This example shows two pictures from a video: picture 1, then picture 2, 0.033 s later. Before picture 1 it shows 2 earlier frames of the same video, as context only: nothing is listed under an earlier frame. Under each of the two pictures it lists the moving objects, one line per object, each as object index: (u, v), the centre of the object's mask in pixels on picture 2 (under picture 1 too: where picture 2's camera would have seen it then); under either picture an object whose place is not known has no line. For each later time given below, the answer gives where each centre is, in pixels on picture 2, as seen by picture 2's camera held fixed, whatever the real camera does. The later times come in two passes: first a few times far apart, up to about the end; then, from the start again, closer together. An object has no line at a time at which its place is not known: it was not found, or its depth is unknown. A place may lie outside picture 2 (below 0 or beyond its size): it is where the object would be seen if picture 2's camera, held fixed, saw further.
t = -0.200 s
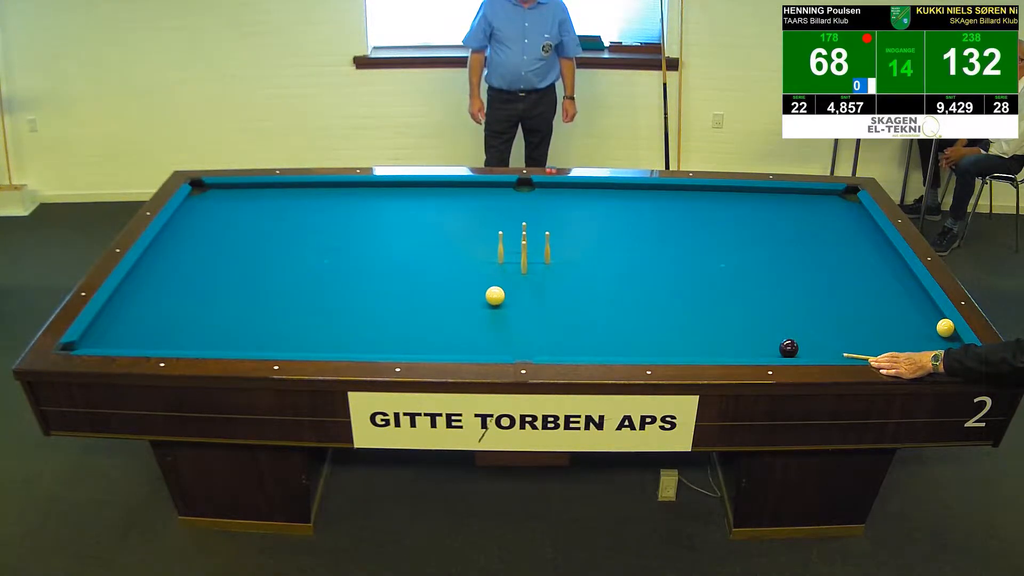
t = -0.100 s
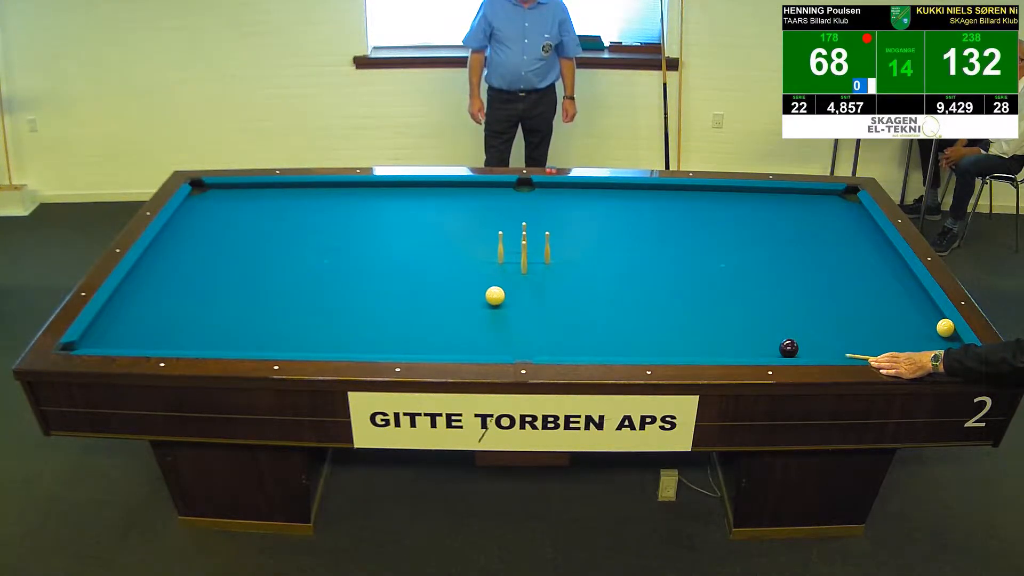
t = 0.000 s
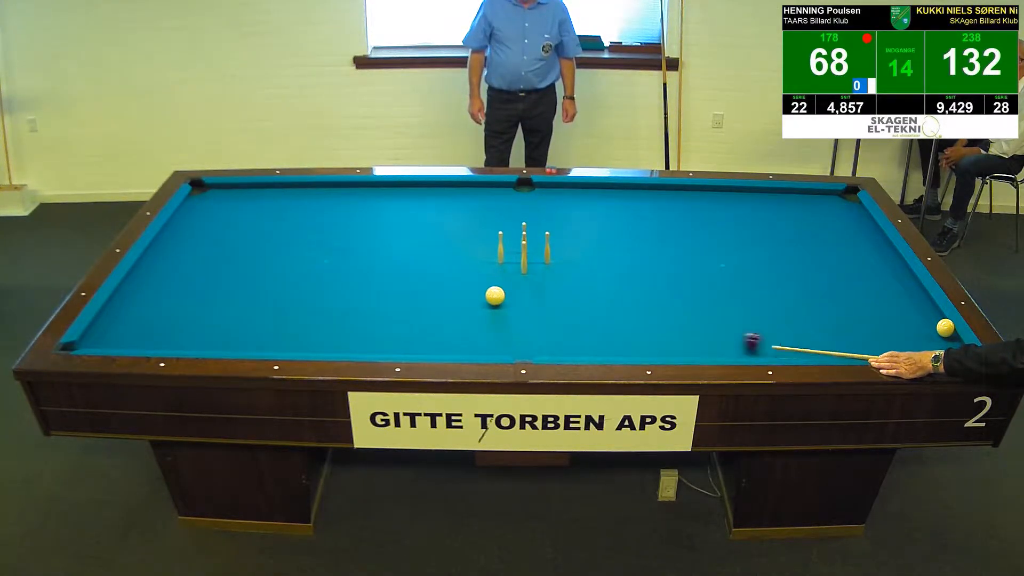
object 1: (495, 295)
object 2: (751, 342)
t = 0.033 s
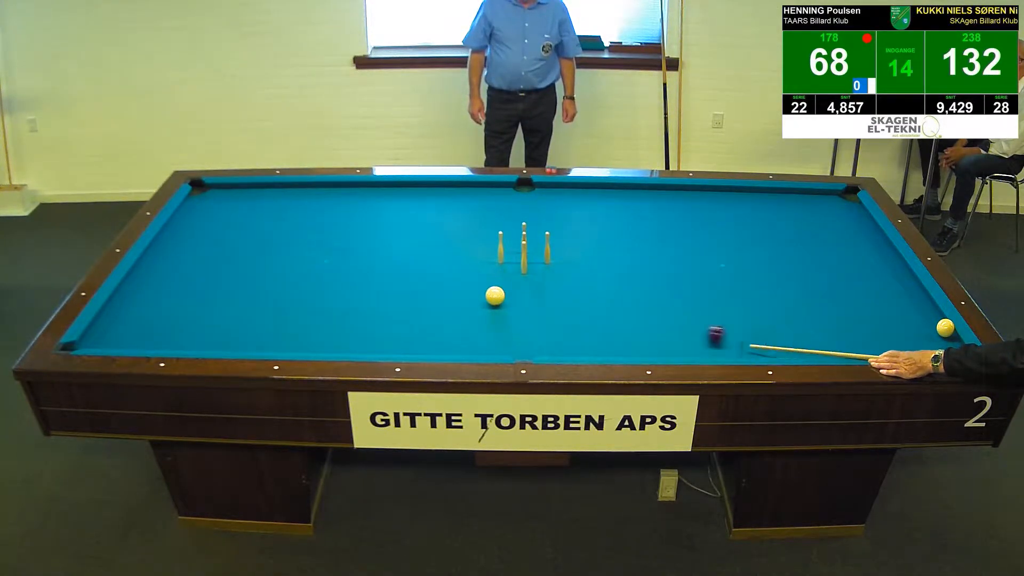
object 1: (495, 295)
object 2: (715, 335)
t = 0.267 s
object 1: (470, 294)
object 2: (513, 293)
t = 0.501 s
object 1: (298, 289)
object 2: (491, 265)
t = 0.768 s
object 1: (154, 285)
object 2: (460, 239)
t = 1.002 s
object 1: (193, 282)
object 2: (436, 218)
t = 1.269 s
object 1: (282, 278)
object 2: (412, 197)
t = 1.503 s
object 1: (360, 275)
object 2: (390, 188)
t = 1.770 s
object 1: (448, 271)
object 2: (353, 199)
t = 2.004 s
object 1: (524, 269)
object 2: (321, 209)
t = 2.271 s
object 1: (607, 267)
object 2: (284, 222)
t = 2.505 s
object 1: (678, 265)
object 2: (251, 233)
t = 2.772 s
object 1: (754, 264)
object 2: (213, 246)
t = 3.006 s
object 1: (817, 263)
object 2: (179, 258)
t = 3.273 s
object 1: (884, 262)
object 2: (140, 271)
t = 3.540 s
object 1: (866, 260)
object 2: (141, 284)
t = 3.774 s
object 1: (829, 258)
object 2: (150, 294)
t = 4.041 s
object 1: (788, 256)
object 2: (160, 308)
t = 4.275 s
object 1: (752, 255)
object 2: (168, 319)
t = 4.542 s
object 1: (711, 253)
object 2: (179, 332)
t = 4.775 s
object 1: (675, 251)
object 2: (188, 343)
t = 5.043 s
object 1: (635, 249)
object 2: (207, 343)
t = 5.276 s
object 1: (601, 249)
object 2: (225, 337)
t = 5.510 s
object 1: (563, 247)
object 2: (245, 330)
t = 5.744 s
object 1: (532, 246)
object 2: (261, 324)
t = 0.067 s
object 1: (495, 295)
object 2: (680, 329)
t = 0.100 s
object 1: (495, 295)
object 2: (644, 323)
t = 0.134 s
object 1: (495, 295)
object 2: (610, 316)
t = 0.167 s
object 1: (495, 295)
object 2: (578, 309)
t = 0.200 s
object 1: (495, 295)
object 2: (547, 303)
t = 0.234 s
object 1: (495, 295)
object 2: (516, 297)
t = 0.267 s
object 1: (470, 294)
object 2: (513, 293)
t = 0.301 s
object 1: (442, 293)
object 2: (511, 289)
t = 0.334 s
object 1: (415, 293)
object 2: (509, 285)
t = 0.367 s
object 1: (390, 292)
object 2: (506, 280)
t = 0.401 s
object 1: (365, 291)
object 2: (503, 276)
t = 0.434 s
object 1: (341, 291)
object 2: (499, 272)
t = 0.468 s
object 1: (319, 290)
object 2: (495, 269)
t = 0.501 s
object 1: (298, 289)
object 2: (491, 265)
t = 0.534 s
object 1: (277, 289)
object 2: (486, 262)
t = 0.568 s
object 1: (258, 288)
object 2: (482, 258)
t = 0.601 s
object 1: (239, 288)
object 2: (478, 255)
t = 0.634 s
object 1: (221, 287)
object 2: (475, 251)
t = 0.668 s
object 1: (204, 287)
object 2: (471, 248)
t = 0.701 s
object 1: (187, 286)
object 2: (467, 245)
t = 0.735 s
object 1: (170, 286)
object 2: (464, 242)
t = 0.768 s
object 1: (154, 285)
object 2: (460, 239)
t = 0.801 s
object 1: (137, 285)
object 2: (456, 235)
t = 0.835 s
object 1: (125, 284)
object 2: (453, 233)
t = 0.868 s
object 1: (139, 284)
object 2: (449, 230)
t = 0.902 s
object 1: (154, 283)
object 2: (446, 227)
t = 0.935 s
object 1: (168, 283)
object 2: (442, 224)
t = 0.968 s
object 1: (181, 282)
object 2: (439, 221)
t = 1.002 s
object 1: (193, 282)
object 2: (436, 218)
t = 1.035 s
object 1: (205, 281)
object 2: (433, 215)
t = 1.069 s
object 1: (216, 281)
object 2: (430, 213)
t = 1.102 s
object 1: (227, 280)
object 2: (427, 210)
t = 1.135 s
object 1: (238, 280)
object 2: (424, 207)
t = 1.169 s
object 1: (249, 279)
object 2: (421, 205)
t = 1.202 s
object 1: (260, 279)
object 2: (418, 202)
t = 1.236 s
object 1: (271, 278)
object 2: (415, 200)
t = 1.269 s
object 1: (282, 278)
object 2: (412, 197)
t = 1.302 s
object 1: (293, 277)
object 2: (409, 195)
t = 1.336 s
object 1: (304, 277)
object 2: (406, 193)
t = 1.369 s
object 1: (315, 276)
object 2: (404, 190)
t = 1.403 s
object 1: (326, 276)
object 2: (401, 188)
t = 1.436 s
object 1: (337, 276)
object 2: (398, 185)
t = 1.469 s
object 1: (348, 275)
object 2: (394, 186)
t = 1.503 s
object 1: (360, 275)
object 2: (390, 188)
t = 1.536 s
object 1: (371, 274)
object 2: (385, 189)
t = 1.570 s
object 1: (382, 274)
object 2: (381, 191)
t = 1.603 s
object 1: (393, 273)
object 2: (376, 193)
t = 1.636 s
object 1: (404, 273)
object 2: (371, 194)
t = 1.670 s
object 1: (415, 273)
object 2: (367, 195)
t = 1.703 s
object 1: (426, 272)
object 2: (362, 196)
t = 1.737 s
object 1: (437, 272)
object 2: (358, 198)
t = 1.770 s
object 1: (448, 271)
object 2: (353, 199)
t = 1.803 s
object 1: (459, 271)
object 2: (349, 200)
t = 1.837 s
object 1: (470, 271)
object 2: (345, 202)
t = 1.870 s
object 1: (481, 270)
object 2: (340, 204)
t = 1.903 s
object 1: (492, 270)
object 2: (335, 205)
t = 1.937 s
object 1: (503, 270)
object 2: (331, 207)
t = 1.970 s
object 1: (513, 269)
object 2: (326, 208)
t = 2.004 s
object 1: (524, 269)
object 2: (321, 209)
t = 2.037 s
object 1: (535, 269)
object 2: (317, 211)
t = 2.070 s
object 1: (545, 269)
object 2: (312, 213)
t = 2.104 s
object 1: (556, 268)
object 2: (308, 214)
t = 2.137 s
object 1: (566, 268)
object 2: (303, 216)
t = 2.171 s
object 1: (577, 268)
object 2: (298, 217)
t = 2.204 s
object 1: (587, 268)
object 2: (294, 219)
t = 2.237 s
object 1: (597, 267)
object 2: (289, 220)
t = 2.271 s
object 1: (607, 267)
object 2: (284, 222)
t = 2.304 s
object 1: (618, 267)
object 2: (279, 224)
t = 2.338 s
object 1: (628, 267)
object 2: (275, 225)
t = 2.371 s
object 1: (638, 266)
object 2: (270, 227)
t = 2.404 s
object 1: (648, 266)
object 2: (265, 229)
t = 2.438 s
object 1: (658, 266)
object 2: (260, 230)
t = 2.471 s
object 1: (667, 265)
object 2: (256, 232)
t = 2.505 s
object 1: (678, 265)
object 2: (251, 233)
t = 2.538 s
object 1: (687, 265)
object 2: (246, 235)
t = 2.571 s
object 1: (697, 265)
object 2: (242, 237)
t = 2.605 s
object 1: (707, 265)
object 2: (237, 238)
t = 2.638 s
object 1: (716, 265)
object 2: (232, 240)
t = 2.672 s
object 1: (726, 265)
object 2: (227, 241)
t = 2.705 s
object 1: (735, 264)
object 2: (222, 243)
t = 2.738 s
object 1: (744, 264)
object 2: (217, 245)
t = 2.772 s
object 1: (754, 264)
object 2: (213, 246)
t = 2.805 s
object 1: (763, 264)
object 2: (208, 248)
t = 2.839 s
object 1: (772, 264)
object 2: (203, 249)
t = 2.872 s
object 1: (781, 263)
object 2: (198, 251)
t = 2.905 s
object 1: (790, 263)
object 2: (193, 253)
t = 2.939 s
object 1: (799, 263)
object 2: (189, 255)
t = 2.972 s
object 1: (808, 263)
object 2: (184, 256)
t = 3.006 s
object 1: (817, 263)
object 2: (179, 258)
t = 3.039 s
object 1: (825, 263)
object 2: (174, 260)
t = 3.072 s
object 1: (834, 263)
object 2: (170, 261)
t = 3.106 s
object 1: (842, 262)
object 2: (165, 263)
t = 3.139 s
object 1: (851, 262)
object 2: (160, 264)
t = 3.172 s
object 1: (859, 262)
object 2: (155, 266)
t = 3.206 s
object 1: (867, 262)
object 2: (150, 268)
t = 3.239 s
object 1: (875, 262)
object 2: (146, 270)
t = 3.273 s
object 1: (884, 262)
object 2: (140, 271)
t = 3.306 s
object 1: (892, 262)
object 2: (136, 273)
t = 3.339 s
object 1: (899, 262)
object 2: (134, 275)
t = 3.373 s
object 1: (894, 262)
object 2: (135, 276)
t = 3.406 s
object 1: (887, 261)
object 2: (136, 278)
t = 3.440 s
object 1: (882, 261)
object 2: (137, 279)
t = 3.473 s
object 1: (876, 261)
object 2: (139, 281)
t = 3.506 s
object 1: (871, 261)
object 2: (140, 282)
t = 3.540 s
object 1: (866, 260)
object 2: (141, 284)
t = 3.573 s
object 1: (861, 260)
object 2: (142, 285)
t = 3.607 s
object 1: (856, 260)
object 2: (143, 287)
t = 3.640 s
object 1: (850, 259)
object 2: (145, 288)
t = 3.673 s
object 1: (845, 259)
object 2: (146, 290)
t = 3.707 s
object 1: (840, 259)
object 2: (147, 291)
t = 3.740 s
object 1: (835, 259)
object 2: (148, 293)
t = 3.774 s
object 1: (829, 258)
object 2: (150, 294)
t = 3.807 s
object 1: (824, 258)
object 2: (151, 296)
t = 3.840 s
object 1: (819, 258)
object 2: (152, 298)
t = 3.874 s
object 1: (814, 258)
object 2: (153, 299)
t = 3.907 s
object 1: (809, 257)
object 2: (154, 301)
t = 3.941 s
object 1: (804, 257)
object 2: (156, 303)
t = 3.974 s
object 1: (798, 257)
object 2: (157, 304)
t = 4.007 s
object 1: (793, 257)
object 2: (158, 306)
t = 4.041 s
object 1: (788, 256)
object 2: (160, 308)
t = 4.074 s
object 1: (783, 256)
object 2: (161, 309)
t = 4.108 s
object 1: (778, 256)
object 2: (162, 311)
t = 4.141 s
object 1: (772, 256)
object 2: (163, 312)
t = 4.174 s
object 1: (767, 255)
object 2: (165, 314)
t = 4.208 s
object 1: (762, 255)
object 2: (166, 316)
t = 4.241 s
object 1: (757, 255)
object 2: (167, 317)
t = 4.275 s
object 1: (752, 255)
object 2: (168, 319)
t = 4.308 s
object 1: (746, 254)
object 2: (170, 320)
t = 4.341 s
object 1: (741, 254)
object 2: (171, 322)
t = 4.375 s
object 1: (736, 254)
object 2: (172, 324)
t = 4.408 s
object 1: (731, 254)
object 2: (173, 325)
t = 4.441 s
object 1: (726, 253)
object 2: (175, 327)
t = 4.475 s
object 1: (721, 253)
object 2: (176, 329)
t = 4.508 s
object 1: (716, 253)
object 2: (177, 331)
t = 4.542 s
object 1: (711, 253)
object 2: (179, 332)
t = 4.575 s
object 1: (705, 253)
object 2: (180, 334)
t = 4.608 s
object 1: (700, 252)
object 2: (182, 336)
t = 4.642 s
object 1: (695, 252)
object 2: (183, 337)
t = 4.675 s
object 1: (690, 252)
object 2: (184, 339)
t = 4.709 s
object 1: (685, 252)
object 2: (186, 341)
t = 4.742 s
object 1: (680, 252)
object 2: (187, 342)
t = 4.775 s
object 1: (675, 251)
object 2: (188, 343)
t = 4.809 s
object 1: (670, 251)
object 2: (190, 344)
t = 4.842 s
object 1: (665, 251)
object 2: (191, 345)
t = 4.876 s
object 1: (660, 251)
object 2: (193, 345)
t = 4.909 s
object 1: (655, 250)
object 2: (196, 345)
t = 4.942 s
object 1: (650, 250)
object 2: (199, 344)
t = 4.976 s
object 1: (645, 250)
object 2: (201, 344)
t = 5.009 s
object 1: (640, 250)
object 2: (204, 343)
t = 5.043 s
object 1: (635, 249)
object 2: (207, 343)
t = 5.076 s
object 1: (630, 250)
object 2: (210, 342)
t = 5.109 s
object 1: (625, 249)
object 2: (212, 342)
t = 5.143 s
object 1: (620, 249)
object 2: (215, 341)
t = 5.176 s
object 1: (615, 249)
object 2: (217, 340)
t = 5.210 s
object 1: (606, 249)
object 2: (223, 338)
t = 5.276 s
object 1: (601, 249)
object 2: (225, 337)
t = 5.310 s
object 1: (596, 248)
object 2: (228, 336)
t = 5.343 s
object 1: (591, 248)
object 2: (230, 335)
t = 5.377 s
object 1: (586, 248)
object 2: (233, 334)
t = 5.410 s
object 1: (581, 248)
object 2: (235, 333)
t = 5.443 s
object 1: (577, 248)
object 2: (238, 332)
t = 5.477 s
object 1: (567, 248)
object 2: (243, 331)
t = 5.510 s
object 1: (563, 247)
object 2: (245, 330)
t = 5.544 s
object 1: (558, 247)
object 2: (247, 329)
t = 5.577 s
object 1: (554, 247)
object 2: (250, 328)
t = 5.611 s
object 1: (542, 246)
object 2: (254, 326)
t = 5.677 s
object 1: (539, 246)
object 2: (257, 325)
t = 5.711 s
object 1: (535, 246)
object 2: (259, 324)
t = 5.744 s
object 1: (532, 246)
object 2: (261, 324)
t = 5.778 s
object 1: (523, 246)
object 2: (266, 322)
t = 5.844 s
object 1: (518, 246)
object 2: (268, 321)
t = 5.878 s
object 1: (511, 246)
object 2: (272, 320)
